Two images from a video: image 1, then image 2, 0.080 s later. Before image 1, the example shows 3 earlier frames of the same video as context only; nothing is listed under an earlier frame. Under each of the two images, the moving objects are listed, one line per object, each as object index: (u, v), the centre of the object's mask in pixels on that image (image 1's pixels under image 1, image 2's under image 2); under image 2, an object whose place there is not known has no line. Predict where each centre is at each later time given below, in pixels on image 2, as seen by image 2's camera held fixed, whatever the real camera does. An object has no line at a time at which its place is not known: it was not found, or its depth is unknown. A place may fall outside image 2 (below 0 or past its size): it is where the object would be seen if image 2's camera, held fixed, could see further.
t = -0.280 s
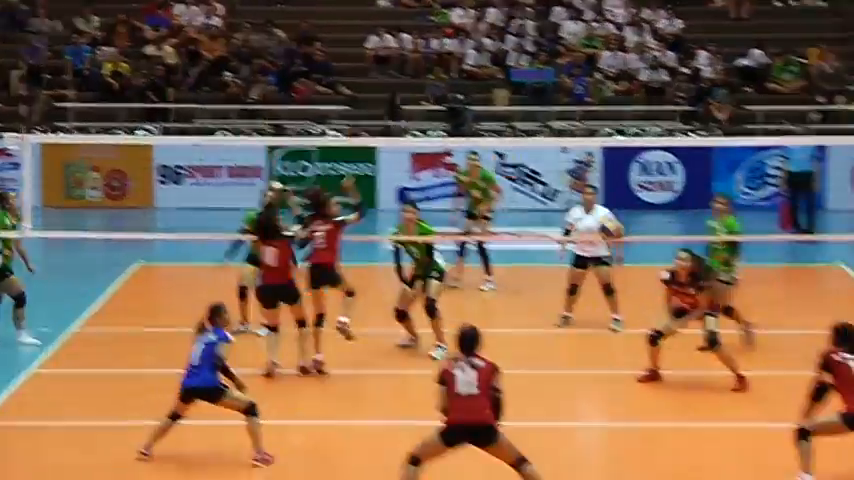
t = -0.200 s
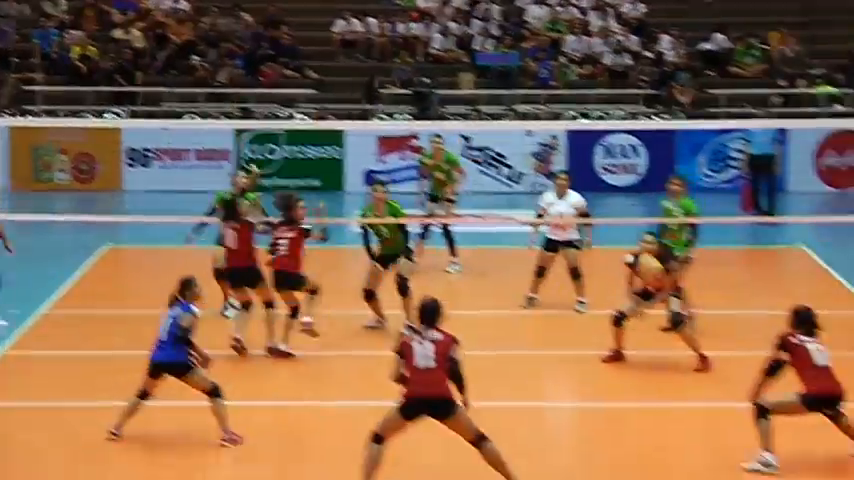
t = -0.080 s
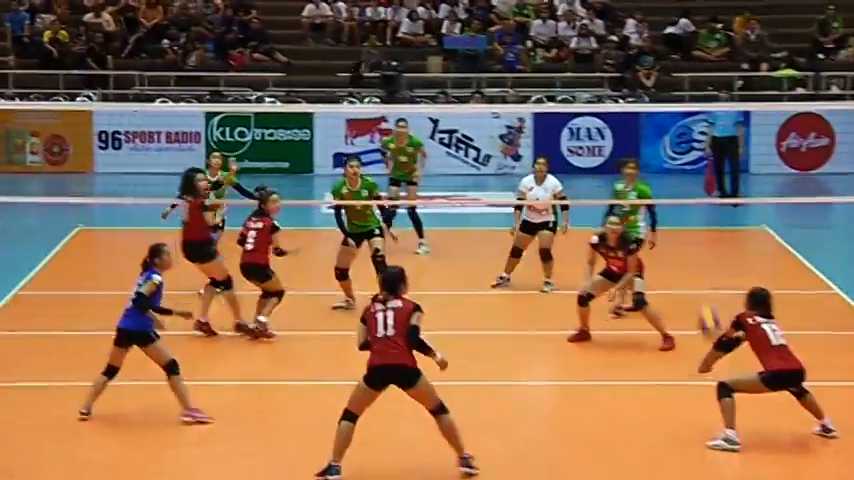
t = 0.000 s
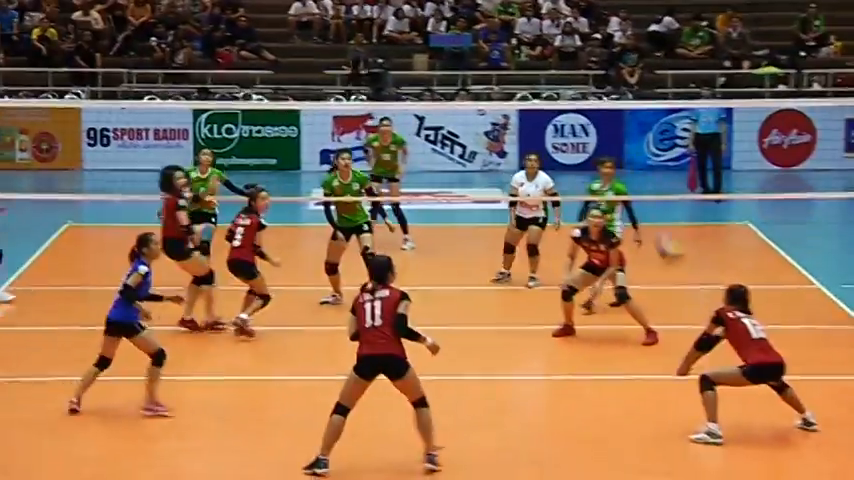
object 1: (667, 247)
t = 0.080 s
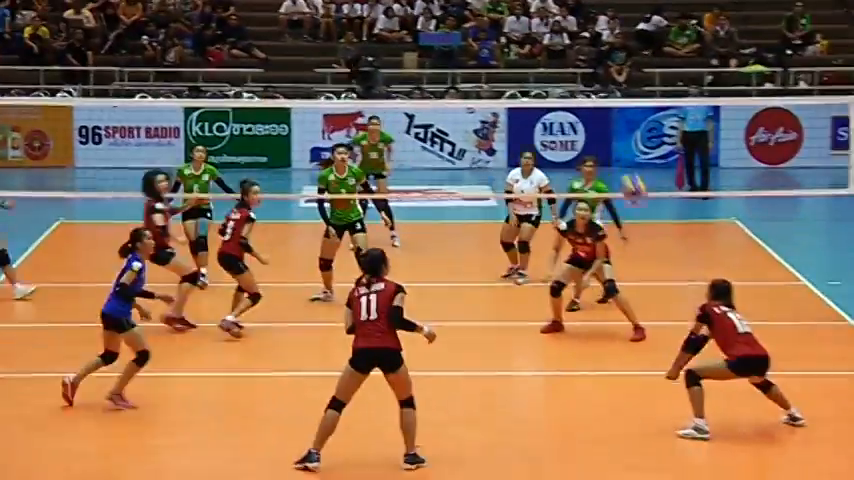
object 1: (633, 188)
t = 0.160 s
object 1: (612, 141)
